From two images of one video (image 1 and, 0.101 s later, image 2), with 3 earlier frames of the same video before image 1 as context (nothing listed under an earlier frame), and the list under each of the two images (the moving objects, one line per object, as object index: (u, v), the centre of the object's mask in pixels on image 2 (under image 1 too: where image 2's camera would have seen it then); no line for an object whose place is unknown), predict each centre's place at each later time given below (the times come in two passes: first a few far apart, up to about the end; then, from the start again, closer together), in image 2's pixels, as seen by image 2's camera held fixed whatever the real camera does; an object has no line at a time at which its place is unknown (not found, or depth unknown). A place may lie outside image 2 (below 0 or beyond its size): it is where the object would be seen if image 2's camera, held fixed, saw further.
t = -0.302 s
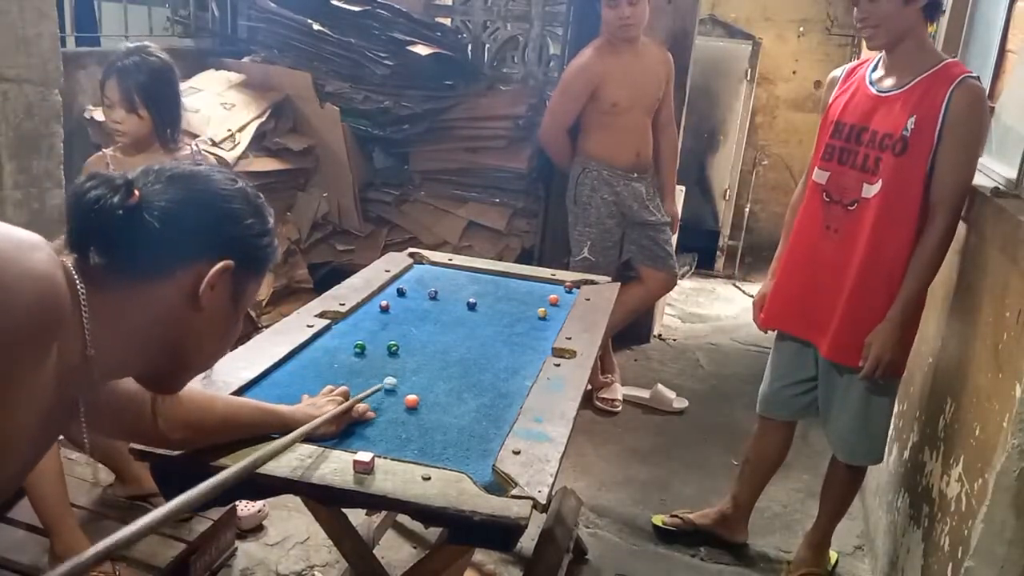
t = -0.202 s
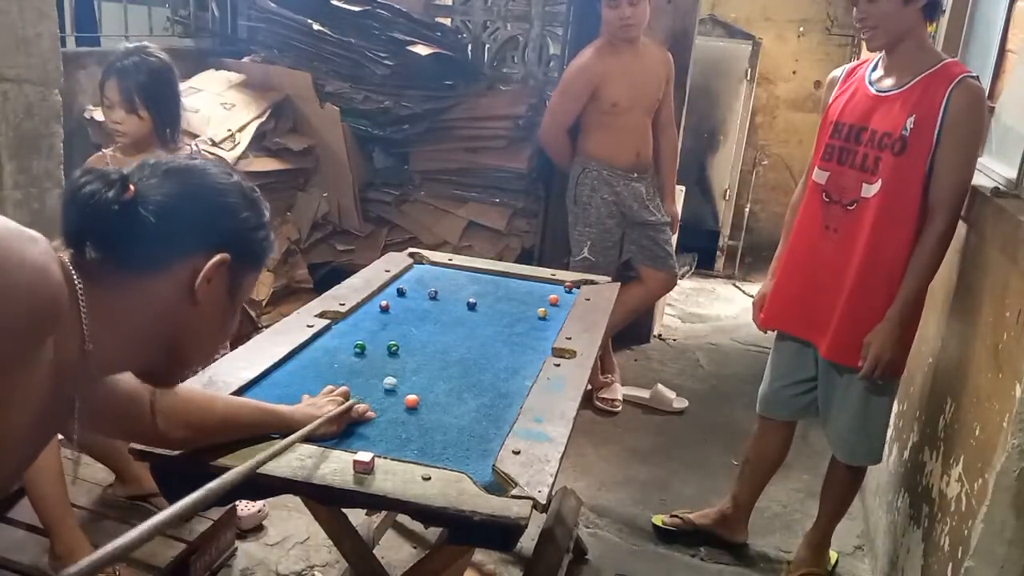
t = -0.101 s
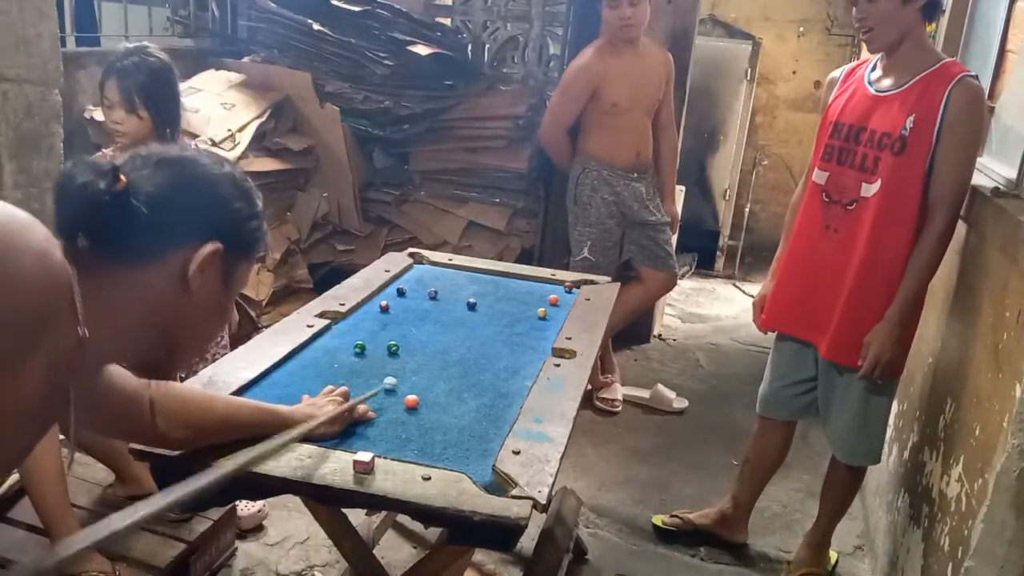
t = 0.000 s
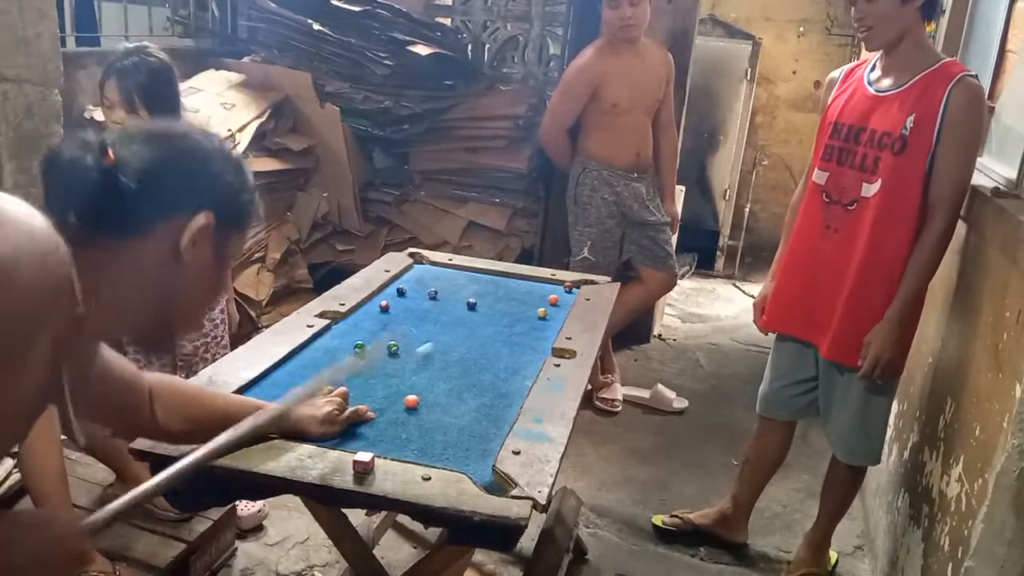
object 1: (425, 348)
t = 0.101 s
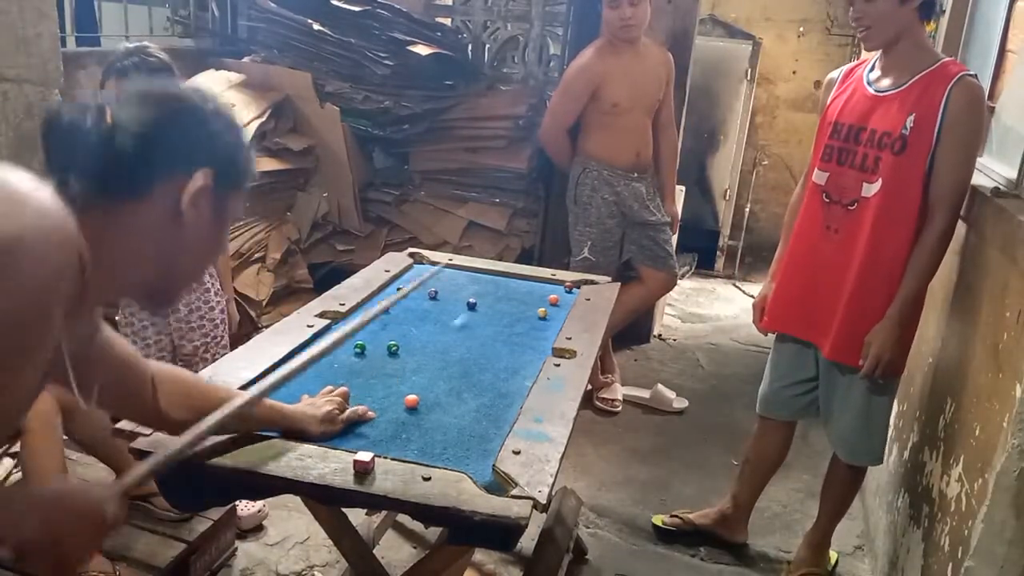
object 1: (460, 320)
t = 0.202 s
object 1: (494, 299)
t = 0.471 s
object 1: (568, 285)
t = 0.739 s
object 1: (552, 299)
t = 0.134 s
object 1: (469, 312)
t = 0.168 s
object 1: (481, 305)
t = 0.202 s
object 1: (494, 299)
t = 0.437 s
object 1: (562, 277)
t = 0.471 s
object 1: (568, 285)
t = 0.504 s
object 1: (570, 293)
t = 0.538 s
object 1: (564, 295)
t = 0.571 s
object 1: (561, 299)
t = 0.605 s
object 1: (558, 299)
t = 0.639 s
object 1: (557, 299)
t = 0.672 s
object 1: (555, 299)
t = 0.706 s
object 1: (553, 299)
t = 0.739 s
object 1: (552, 299)
